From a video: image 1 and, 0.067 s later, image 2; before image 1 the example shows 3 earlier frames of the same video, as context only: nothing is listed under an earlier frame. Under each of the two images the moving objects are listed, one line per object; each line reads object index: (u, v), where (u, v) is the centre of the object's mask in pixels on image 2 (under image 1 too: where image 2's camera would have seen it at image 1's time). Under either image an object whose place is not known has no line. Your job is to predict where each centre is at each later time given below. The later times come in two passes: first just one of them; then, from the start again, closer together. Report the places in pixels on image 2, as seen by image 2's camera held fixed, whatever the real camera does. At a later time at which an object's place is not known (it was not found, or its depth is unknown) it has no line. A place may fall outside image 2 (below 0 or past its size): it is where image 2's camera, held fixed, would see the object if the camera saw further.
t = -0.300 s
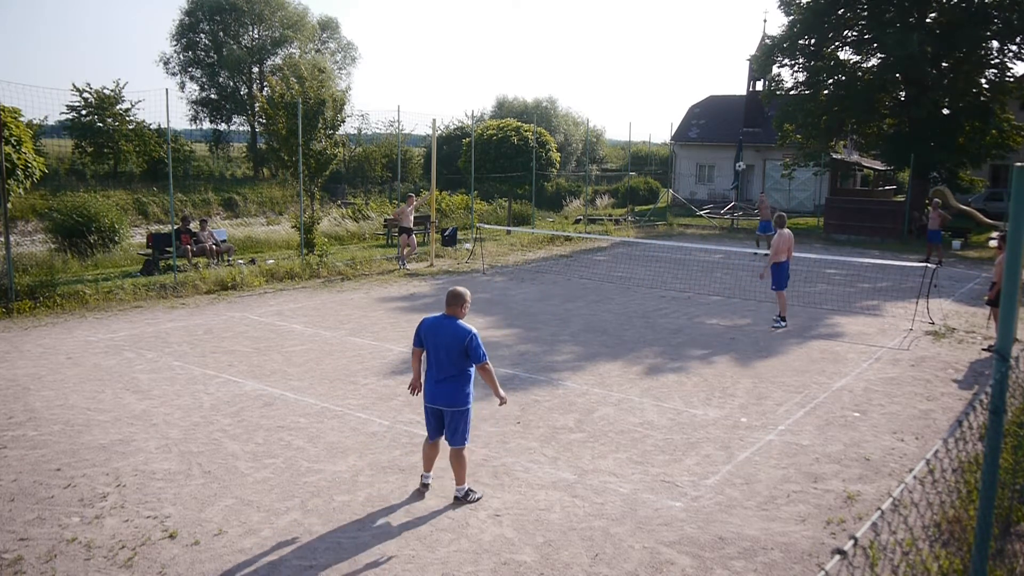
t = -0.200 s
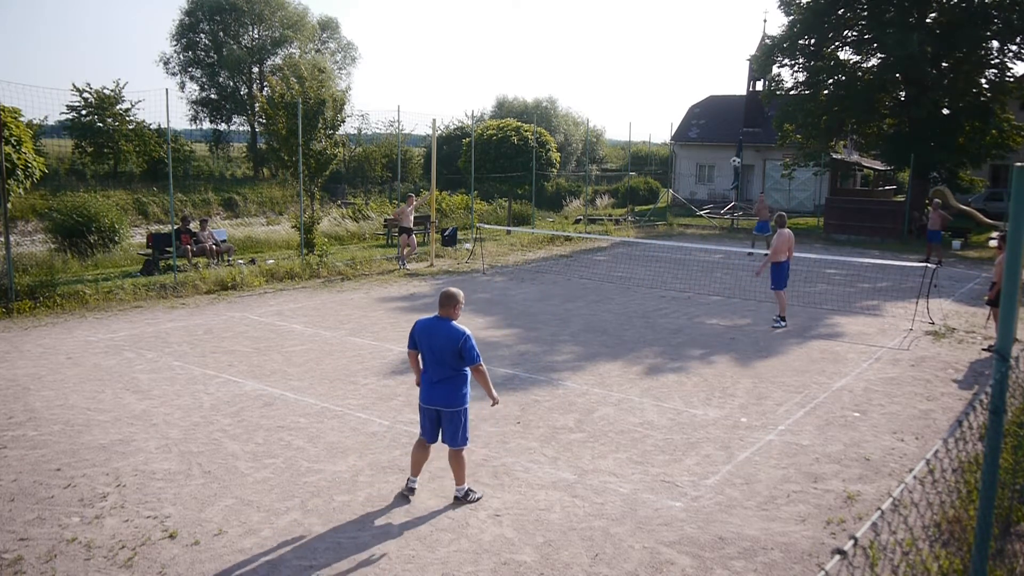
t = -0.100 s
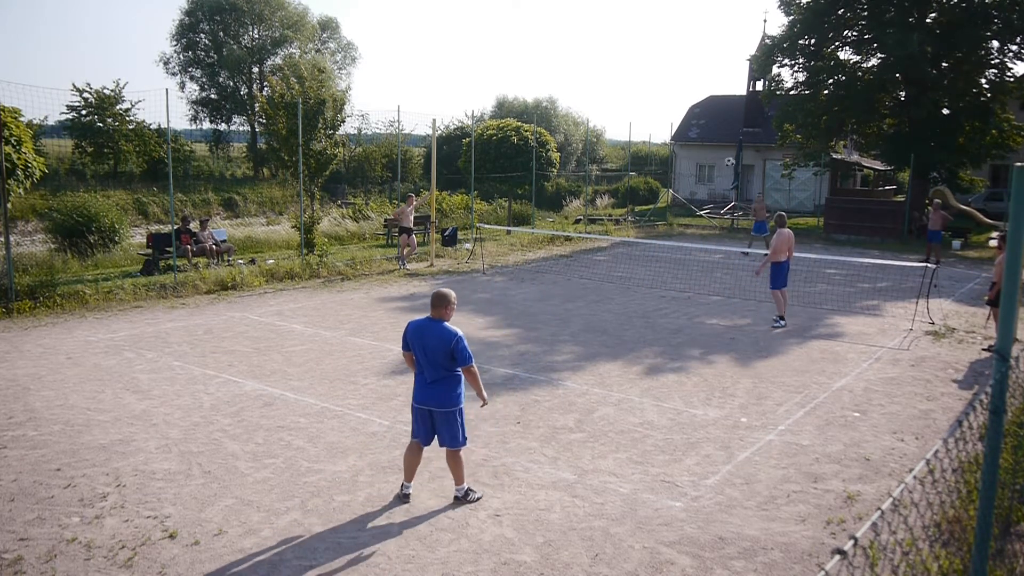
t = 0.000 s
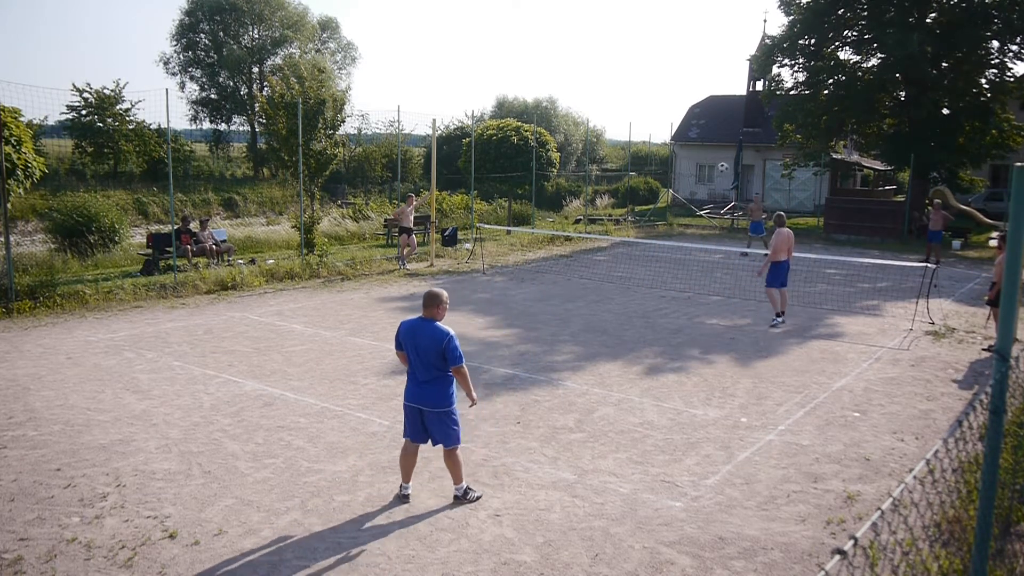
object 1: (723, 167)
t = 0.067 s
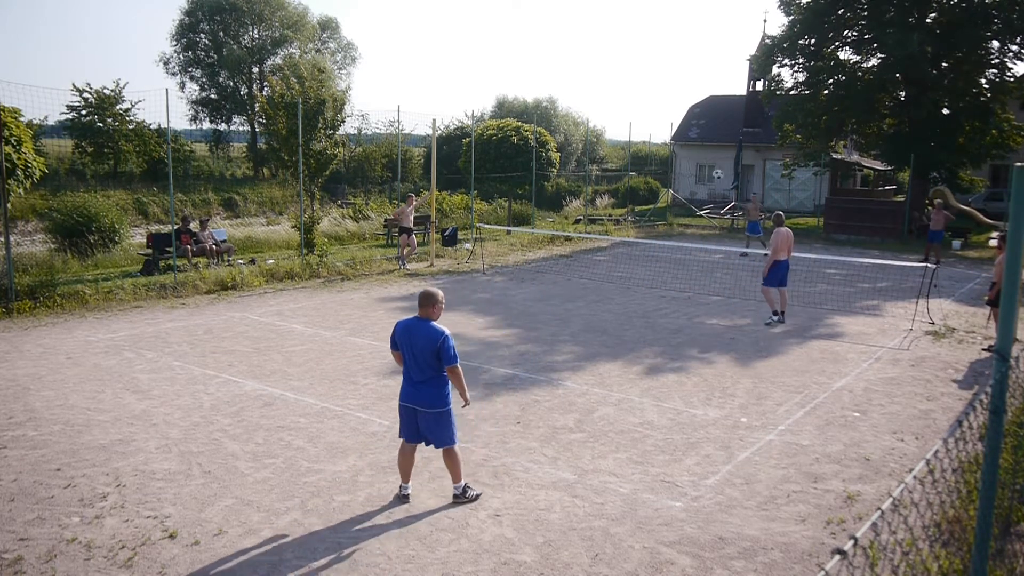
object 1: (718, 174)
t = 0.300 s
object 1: (698, 225)
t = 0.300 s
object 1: (698, 225)
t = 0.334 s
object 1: (695, 236)
